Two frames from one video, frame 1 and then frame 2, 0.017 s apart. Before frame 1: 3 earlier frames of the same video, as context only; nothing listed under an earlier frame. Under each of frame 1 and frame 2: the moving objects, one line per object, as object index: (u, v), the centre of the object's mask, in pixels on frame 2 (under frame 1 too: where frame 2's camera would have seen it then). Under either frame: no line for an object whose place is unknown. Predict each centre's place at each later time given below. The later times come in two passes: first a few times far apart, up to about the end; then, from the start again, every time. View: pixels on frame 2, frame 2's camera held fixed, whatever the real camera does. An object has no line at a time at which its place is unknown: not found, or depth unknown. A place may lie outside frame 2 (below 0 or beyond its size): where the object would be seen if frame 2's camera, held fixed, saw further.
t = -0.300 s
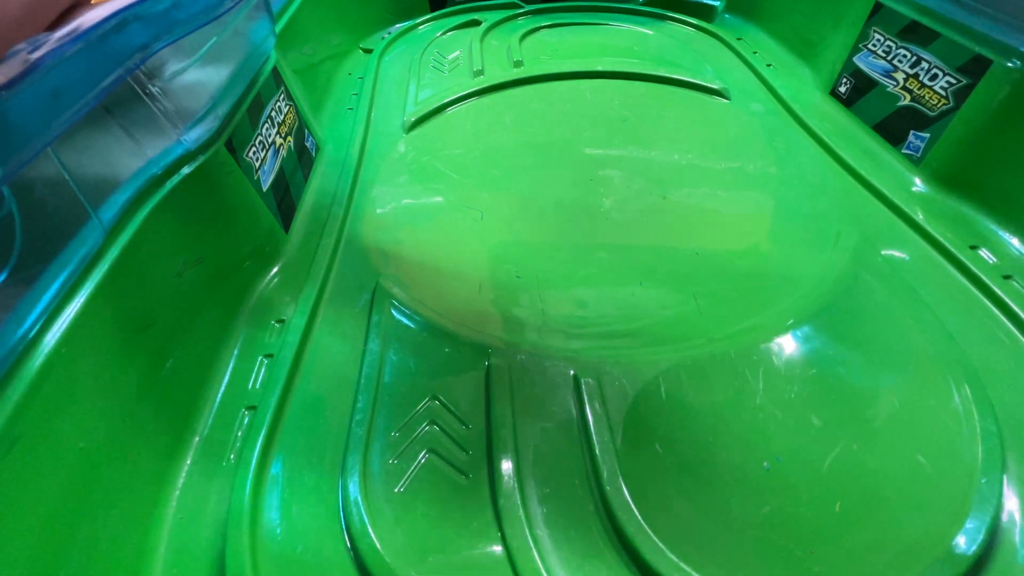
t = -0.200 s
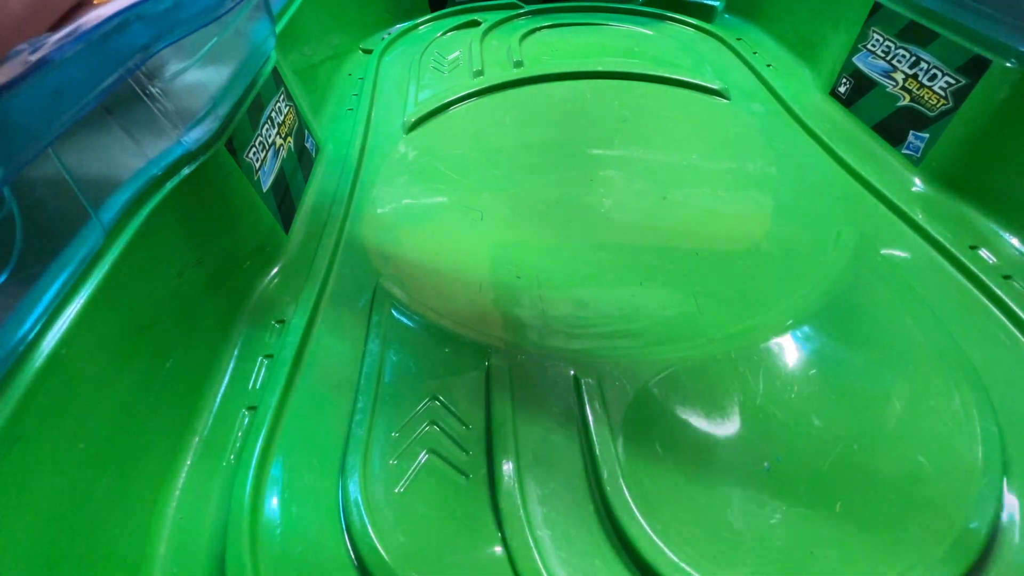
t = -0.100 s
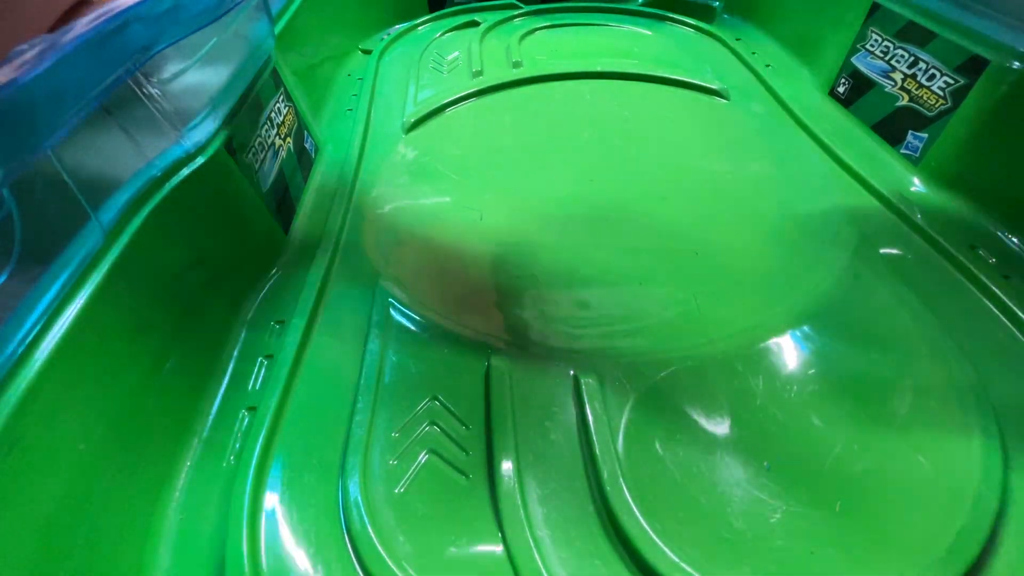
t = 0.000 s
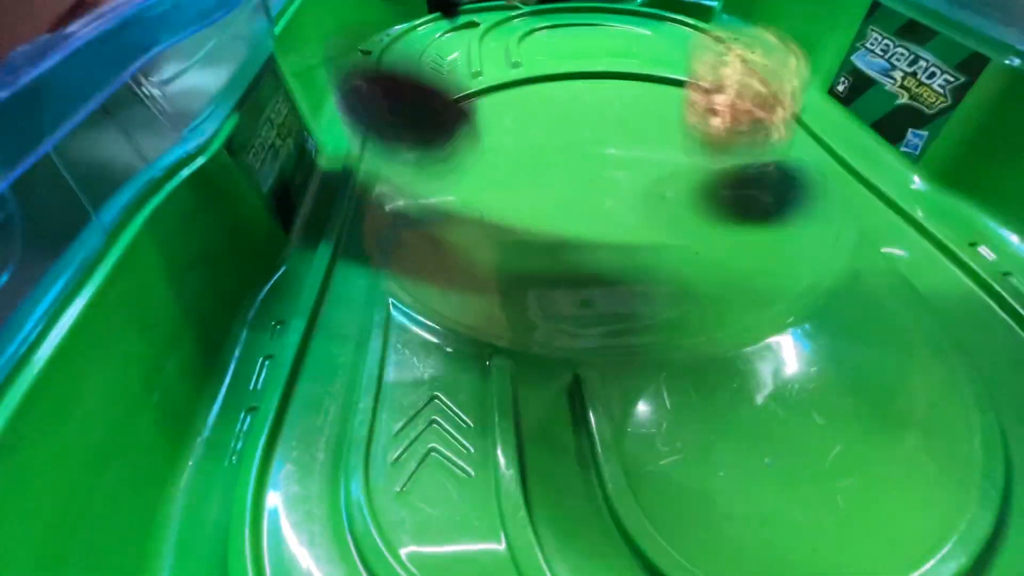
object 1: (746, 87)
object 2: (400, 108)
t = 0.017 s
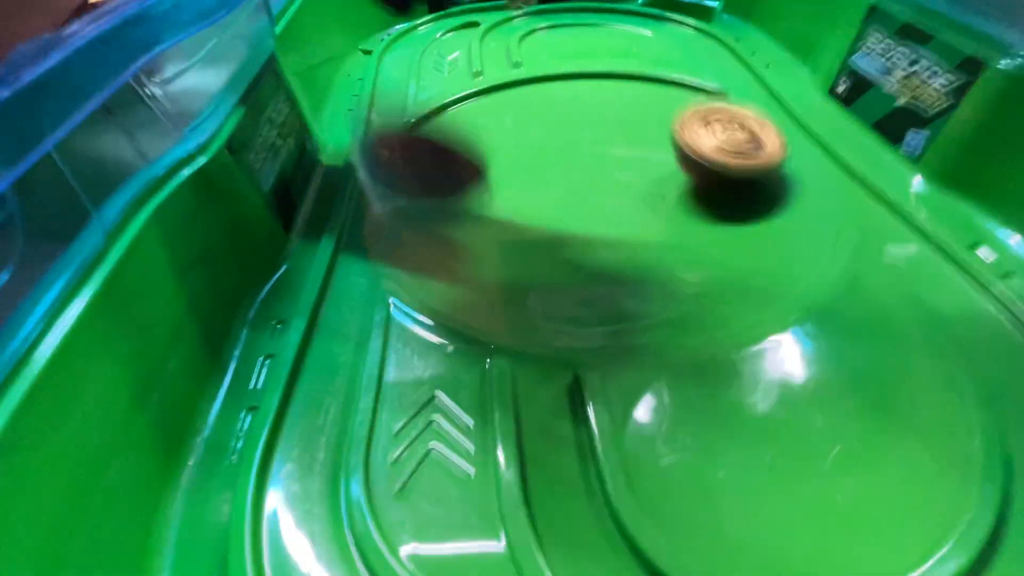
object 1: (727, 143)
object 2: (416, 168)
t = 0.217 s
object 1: (666, 103)
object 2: (504, 212)
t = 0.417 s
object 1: (644, 89)
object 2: (483, 177)
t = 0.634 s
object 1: (622, 145)
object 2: (501, 55)
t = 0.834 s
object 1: (715, 156)
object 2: (524, 38)
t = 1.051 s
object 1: (803, 116)
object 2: (571, 76)
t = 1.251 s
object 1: (807, 99)
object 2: (625, 100)
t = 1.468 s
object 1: (753, 121)
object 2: (678, 75)
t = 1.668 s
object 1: (691, 152)
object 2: (669, 73)
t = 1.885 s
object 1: (644, 197)
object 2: (648, 93)
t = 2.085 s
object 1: (614, 232)
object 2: (672, 111)
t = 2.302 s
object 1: (592, 246)
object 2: (729, 118)
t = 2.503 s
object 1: (568, 237)
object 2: (736, 126)
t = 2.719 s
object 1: (548, 223)
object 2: (744, 152)
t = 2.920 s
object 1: (537, 204)
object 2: (734, 181)
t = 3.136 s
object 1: (535, 176)
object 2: (722, 215)
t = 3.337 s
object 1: (535, 149)
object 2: (684, 219)
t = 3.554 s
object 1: (541, 126)
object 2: (663, 241)
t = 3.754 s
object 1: (552, 115)
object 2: (618, 230)
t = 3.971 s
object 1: (564, 114)
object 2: (544, 214)
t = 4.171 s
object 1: (576, 120)
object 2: (492, 203)
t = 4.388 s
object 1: (593, 132)
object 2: (484, 189)
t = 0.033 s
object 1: (715, 126)
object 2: (435, 230)
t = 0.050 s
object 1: (705, 111)
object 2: (455, 247)
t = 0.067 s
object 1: (693, 94)
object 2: (475, 219)
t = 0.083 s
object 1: (680, 91)
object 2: (496, 200)
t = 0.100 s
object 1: (664, 91)
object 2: (515, 187)
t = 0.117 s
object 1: (647, 96)
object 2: (535, 177)
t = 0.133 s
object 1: (632, 105)
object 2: (554, 175)
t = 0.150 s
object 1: (629, 110)
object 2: (553, 190)
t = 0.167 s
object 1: (639, 107)
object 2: (538, 221)
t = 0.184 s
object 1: (649, 109)
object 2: (527, 216)
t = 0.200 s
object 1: (656, 114)
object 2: (515, 211)
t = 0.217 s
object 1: (666, 103)
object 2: (504, 212)
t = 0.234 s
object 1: (674, 86)
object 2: (493, 217)
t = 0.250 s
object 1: (680, 74)
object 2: (484, 224)
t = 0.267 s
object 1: (687, 65)
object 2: (477, 220)
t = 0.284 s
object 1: (692, 61)
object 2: (471, 219)
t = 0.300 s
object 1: (696, 60)
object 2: (466, 216)
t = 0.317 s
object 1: (693, 55)
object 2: (463, 214)
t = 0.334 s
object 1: (686, 52)
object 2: (462, 208)
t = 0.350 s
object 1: (679, 55)
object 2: (463, 204)
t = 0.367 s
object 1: (671, 62)
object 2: (467, 198)
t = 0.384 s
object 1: (662, 73)
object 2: (471, 192)
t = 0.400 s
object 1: (653, 86)
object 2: (476, 185)
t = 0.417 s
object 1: (644, 89)
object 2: (483, 177)
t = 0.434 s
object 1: (638, 89)
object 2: (488, 168)
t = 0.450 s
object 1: (630, 92)
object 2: (495, 160)
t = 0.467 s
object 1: (622, 99)
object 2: (500, 150)
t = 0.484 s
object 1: (613, 109)
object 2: (506, 141)
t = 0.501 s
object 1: (605, 115)
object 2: (511, 131)
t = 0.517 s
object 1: (604, 117)
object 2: (510, 120)
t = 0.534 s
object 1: (605, 121)
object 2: (508, 110)
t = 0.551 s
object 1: (606, 128)
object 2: (506, 99)
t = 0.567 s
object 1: (608, 132)
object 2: (505, 90)
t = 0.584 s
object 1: (611, 134)
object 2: (503, 81)
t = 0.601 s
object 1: (614, 139)
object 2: (501, 72)
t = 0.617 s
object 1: (617, 142)
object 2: (500, 63)
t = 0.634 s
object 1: (622, 145)
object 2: (501, 55)
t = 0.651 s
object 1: (627, 148)
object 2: (502, 52)
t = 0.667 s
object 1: (632, 151)
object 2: (504, 53)
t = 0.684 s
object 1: (638, 153)
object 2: (505, 51)
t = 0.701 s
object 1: (645, 155)
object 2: (506, 49)
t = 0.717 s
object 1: (652, 157)
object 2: (508, 49)
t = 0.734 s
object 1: (661, 159)
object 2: (510, 47)
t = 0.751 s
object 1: (669, 159)
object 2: (512, 46)
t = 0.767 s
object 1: (678, 159)
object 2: (514, 45)
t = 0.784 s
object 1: (687, 160)
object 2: (516, 44)
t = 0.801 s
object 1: (696, 159)
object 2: (519, 42)
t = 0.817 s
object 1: (706, 157)
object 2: (522, 39)
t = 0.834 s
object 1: (715, 156)
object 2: (524, 38)
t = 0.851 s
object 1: (724, 155)
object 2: (527, 41)
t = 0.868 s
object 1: (733, 151)
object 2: (531, 41)
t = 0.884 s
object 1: (741, 150)
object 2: (534, 42)
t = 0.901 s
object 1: (750, 146)
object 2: (538, 44)
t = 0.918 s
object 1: (757, 144)
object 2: (541, 44)
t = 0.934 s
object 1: (765, 140)
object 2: (545, 47)
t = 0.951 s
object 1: (772, 138)
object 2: (548, 51)
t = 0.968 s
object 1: (779, 133)
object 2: (552, 57)
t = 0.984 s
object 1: (785, 131)
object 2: (555, 63)
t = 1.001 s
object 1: (791, 127)
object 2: (559, 65)
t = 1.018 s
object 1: (795, 123)
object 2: (563, 70)
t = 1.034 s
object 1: (799, 120)
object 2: (568, 73)
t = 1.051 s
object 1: (803, 116)
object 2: (571, 76)
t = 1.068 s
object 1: (806, 113)
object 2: (576, 79)
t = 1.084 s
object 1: (808, 110)
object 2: (580, 82)
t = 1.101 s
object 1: (810, 107)
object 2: (584, 85)
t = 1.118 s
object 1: (812, 106)
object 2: (589, 88)
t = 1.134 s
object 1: (812, 104)
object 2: (593, 91)
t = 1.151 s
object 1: (813, 102)
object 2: (598, 93)
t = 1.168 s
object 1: (814, 101)
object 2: (602, 95)
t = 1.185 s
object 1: (813, 100)
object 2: (606, 97)
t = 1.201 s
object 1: (812, 99)
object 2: (611, 99)
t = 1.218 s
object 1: (811, 98)
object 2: (615, 99)
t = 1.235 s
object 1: (809, 99)
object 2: (620, 100)
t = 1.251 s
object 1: (807, 99)
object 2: (625, 100)
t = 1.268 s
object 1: (805, 99)
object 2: (629, 101)
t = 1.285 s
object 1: (802, 101)
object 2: (634, 100)
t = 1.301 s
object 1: (799, 102)
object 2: (639, 100)
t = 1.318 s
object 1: (796, 102)
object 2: (643, 99)
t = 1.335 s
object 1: (792, 104)
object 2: (648, 98)
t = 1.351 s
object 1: (788, 106)
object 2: (653, 95)
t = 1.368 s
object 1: (784, 107)
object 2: (658, 94)
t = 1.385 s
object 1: (779, 110)
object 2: (662, 91)
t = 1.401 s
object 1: (774, 112)
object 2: (666, 88)
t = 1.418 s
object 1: (769, 114)
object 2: (670, 86)
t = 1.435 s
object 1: (764, 116)
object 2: (673, 82)
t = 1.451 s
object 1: (758, 119)
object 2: (676, 79)
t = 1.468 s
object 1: (753, 121)
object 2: (678, 75)
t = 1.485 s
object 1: (748, 124)
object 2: (682, 71)
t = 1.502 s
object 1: (742, 127)
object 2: (684, 68)
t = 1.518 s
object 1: (737, 128)
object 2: (687, 65)
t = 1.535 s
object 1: (732, 131)
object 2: (688, 63)
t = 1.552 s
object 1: (726, 134)
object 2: (686, 63)
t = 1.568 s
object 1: (721, 135)
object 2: (684, 66)
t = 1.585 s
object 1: (716, 138)
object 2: (682, 66)
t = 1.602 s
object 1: (711, 141)
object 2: (680, 67)
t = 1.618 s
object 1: (706, 143)
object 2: (677, 68)
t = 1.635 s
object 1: (701, 146)
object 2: (675, 69)
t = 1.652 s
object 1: (696, 149)
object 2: (672, 71)
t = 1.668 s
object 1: (691, 152)
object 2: (669, 73)
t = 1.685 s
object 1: (687, 155)
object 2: (667, 74)
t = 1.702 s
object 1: (682, 158)
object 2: (665, 76)
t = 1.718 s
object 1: (678, 161)
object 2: (662, 78)
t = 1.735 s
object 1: (674, 165)
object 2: (660, 80)
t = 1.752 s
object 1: (671, 168)
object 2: (657, 82)
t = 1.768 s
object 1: (667, 172)
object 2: (655, 83)
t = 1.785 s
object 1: (663, 175)
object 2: (654, 84)
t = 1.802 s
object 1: (660, 179)
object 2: (652, 86)
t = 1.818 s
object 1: (656, 182)
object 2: (650, 87)
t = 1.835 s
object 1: (653, 186)
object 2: (649, 89)
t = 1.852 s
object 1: (650, 190)
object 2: (648, 91)
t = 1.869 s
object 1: (647, 193)
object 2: (648, 92)
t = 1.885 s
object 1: (644, 197)
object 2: (648, 93)
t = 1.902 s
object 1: (641, 200)
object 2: (648, 95)
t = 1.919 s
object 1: (638, 204)
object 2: (649, 96)
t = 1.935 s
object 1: (636, 207)
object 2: (650, 98)
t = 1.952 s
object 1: (633, 210)
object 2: (651, 99)
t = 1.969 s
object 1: (630, 214)
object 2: (653, 101)
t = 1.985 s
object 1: (628, 216)
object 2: (655, 102)
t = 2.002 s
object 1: (625, 220)
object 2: (657, 104)
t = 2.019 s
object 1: (623, 222)
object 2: (659, 105)
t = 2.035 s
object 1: (621, 225)
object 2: (661, 107)
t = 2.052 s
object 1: (618, 228)
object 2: (665, 108)
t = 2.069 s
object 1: (616, 230)
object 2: (668, 110)
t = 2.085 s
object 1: (614, 232)
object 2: (672, 111)
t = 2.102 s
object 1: (612, 234)
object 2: (676, 112)
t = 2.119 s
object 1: (610, 236)
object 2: (681, 113)
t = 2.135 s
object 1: (609, 238)
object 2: (686, 114)
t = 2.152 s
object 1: (607, 240)
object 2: (691, 115)
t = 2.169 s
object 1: (606, 241)
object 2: (697, 115)
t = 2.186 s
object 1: (604, 242)
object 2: (703, 116)
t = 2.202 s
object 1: (603, 244)
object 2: (708, 116)
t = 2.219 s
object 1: (601, 244)
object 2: (714, 116)
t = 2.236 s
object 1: (600, 245)
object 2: (719, 117)
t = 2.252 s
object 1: (598, 246)
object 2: (722, 117)
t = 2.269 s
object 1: (596, 246)
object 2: (725, 117)
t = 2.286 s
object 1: (594, 246)
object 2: (728, 117)
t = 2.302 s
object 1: (592, 246)
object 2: (729, 118)
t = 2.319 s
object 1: (590, 246)
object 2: (731, 119)
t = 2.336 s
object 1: (588, 245)
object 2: (732, 119)
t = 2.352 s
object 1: (586, 245)
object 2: (733, 119)
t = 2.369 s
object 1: (584, 244)
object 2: (733, 120)
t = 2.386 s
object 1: (582, 243)
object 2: (734, 120)
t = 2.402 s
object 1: (580, 243)
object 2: (735, 121)
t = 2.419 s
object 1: (578, 242)
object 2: (735, 121)
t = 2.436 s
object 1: (575, 241)
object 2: (735, 122)
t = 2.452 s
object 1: (574, 240)
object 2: (736, 123)
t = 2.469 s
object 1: (572, 240)
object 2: (736, 124)
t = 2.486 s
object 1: (570, 239)
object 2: (736, 126)
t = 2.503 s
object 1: (568, 237)
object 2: (736, 126)
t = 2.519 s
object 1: (566, 236)
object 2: (736, 128)
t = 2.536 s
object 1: (564, 235)
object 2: (736, 129)
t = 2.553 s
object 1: (563, 234)
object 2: (735, 131)
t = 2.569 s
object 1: (561, 233)
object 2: (735, 133)
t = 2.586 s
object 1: (560, 232)
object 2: (735, 135)
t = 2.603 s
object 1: (558, 231)
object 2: (735, 136)
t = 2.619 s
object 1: (557, 230)
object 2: (734, 138)
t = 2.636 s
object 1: (555, 228)
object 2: (736, 140)
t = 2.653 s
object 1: (554, 227)
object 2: (737, 142)
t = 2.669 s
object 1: (552, 226)
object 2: (738, 145)
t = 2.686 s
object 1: (550, 225)
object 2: (739, 147)
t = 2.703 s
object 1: (549, 224)
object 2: (742, 149)
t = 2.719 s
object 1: (548, 223)
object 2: (744, 152)
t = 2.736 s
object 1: (547, 222)
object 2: (745, 154)
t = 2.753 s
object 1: (545, 220)
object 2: (745, 157)
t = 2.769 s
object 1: (544, 219)
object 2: (746, 159)
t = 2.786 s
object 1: (543, 218)
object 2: (746, 161)
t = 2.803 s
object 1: (542, 217)
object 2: (745, 164)
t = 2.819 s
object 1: (541, 215)
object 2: (743, 166)
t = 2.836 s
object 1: (540, 213)
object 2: (742, 169)
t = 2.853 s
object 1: (539, 211)
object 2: (741, 171)
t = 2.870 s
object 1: (539, 210)
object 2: (739, 173)
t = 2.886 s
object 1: (538, 208)
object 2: (737, 176)
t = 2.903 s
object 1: (537, 206)
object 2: (735, 179)
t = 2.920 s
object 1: (537, 204)
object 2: (734, 181)
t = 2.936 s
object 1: (537, 202)
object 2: (733, 184)
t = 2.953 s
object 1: (537, 200)
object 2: (732, 187)
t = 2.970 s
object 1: (536, 198)
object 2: (731, 189)
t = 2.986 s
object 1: (536, 196)
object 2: (731, 192)
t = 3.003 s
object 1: (536, 194)
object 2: (731, 195)
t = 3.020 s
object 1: (536, 192)
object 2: (731, 198)
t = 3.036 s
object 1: (535, 190)
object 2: (730, 201)
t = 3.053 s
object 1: (535, 188)
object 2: (729, 204)
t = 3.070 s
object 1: (535, 185)
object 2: (729, 207)
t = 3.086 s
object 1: (535, 183)
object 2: (728, 209)
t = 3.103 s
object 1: (535, 180)
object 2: (727, 211)
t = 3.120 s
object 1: (535, 178)
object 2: (725, 213)
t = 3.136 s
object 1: (535, 176)
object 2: (722, 215)
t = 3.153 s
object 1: (535, 174)
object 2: (719, 216)
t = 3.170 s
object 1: (535, 171)
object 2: (717, 217)
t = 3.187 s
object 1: (535, 169)
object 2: (713, 218)
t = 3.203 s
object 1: (535, 167)
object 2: (709, 219)
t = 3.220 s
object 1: (535, 165)
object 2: (706, 219)
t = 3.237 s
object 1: (535, 162)
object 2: (702, 219)
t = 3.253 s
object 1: (535, 160)
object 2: (700, 219)
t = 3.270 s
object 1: (535, 157)
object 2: (696, 219)
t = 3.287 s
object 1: (535, 155)
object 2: (693, 219)
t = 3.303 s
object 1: (535, 153)
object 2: (690, 219)
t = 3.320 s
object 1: (535, 151)
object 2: (686, 219)
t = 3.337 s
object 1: (535, 149)
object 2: (684, 219)
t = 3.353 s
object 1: (536, 147)
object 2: (682, 219)
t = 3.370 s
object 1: (536, 145)
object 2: (680, 220)
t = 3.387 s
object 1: (536, 143)
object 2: (678, 221)
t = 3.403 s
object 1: (537, 141)
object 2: (676, 222)
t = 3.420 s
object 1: (537, 139)
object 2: (675, 224)
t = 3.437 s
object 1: (537, 137)
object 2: (673, 226)
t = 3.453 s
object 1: (538, 135)
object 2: (673, 228)
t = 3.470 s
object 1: (538, 133)
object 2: (671, 230)
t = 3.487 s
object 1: (539, 132)
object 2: (670, 233)
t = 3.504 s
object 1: (539, 130)
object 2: (668, 236)
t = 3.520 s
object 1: (540, 129)
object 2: (666, 238)
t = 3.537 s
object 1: (540, 127)
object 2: (665, 239)
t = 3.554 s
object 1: (541, 126)
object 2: (663, 241)
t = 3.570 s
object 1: (542, 124)
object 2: (662, 241)
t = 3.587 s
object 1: (543, 123)
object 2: (659, 241)
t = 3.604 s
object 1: (544, 122)
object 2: (657, 242)
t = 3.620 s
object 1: (545, 121)
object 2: (653, 241)
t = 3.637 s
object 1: (546, 120)
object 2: (650, 240)
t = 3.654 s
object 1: (547, 119)
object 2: (646, 239)
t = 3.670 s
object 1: (548, 118)
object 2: (641, 238)
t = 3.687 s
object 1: (549, 117)
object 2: (637, 236)
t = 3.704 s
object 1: (550, 117)
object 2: (632, 235)
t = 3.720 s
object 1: (550, 116)
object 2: (628, 233)
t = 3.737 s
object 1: (551, 115)
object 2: (623, 231)
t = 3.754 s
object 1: (552, 115)
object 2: (618, 230)
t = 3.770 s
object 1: (553, 115)
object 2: (612, 227)
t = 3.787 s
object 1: (554, 114)
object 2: (608, 225)
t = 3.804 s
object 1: (555, 114)
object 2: (603, 223)
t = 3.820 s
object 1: (556, 114)
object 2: (599, 221)
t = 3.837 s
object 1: (557, 114)
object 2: (594, 219)
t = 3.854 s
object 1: (558, 114)
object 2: (589, 217)
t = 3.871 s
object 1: (559, 114)
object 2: (585, 216)
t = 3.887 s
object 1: (559, 113)
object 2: (580, 216)
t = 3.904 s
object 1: (560, 113)
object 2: (574, 215)
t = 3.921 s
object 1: (561, 113)
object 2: (568, 215)
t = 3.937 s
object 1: (562, 113)
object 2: (561, 215)
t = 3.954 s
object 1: (563, 114)
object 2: (553, 214)
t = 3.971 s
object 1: (564, 114)
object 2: (544, 214)
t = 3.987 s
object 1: (565, 114)
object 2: (536, 212)
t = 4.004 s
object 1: (566, 114)
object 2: (528, 211)
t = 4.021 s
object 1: (567, 115)
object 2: (521, 210)
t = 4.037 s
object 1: (568, 115)
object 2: (515, 209)
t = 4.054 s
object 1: (569, 115)
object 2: (511, 209)
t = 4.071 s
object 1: (570, 116)
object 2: (507, 208)
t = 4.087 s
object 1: (571, 116)
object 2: (503, 207)
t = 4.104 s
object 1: (572, 117)
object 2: (501, 206)
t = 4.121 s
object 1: (573, 118)
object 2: (498, 205)
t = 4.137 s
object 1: (574, 118)
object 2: (496, 204)
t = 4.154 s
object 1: (575, 119)
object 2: (494, 204)
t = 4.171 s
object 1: (576, 120)
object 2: (492, 203)
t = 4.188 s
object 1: (577, 121)
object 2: (491, 203)
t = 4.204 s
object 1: (579, 122)
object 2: (490, 202)
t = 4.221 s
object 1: (580, 123)
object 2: (489, 202)
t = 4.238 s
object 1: (581, 123)
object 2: (488, 201)
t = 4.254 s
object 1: (583, 124)
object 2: (487, 200)
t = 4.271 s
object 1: (584, 125)
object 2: (487, 199)
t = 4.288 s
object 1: (585, 126)
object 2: (487, 198)
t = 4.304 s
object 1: (587, 127)
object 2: (486, 197)
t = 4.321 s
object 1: (588, 128)
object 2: (486, 196)
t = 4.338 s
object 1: (589, 129)
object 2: (486, 194)
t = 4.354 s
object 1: (591, 130)
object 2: (486, 193)
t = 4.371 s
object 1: (592, 130)
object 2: (485, 191)
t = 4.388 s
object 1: (593, 132)
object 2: (484, 189)
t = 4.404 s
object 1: (595, 133)
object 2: (484, 187)
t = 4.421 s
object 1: (596, 133)
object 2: (484, 185)
